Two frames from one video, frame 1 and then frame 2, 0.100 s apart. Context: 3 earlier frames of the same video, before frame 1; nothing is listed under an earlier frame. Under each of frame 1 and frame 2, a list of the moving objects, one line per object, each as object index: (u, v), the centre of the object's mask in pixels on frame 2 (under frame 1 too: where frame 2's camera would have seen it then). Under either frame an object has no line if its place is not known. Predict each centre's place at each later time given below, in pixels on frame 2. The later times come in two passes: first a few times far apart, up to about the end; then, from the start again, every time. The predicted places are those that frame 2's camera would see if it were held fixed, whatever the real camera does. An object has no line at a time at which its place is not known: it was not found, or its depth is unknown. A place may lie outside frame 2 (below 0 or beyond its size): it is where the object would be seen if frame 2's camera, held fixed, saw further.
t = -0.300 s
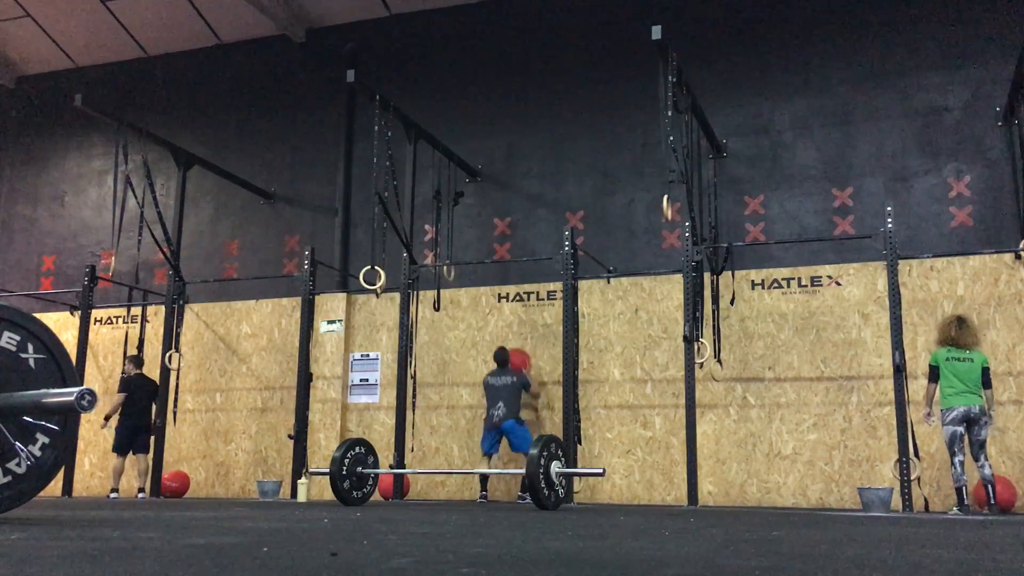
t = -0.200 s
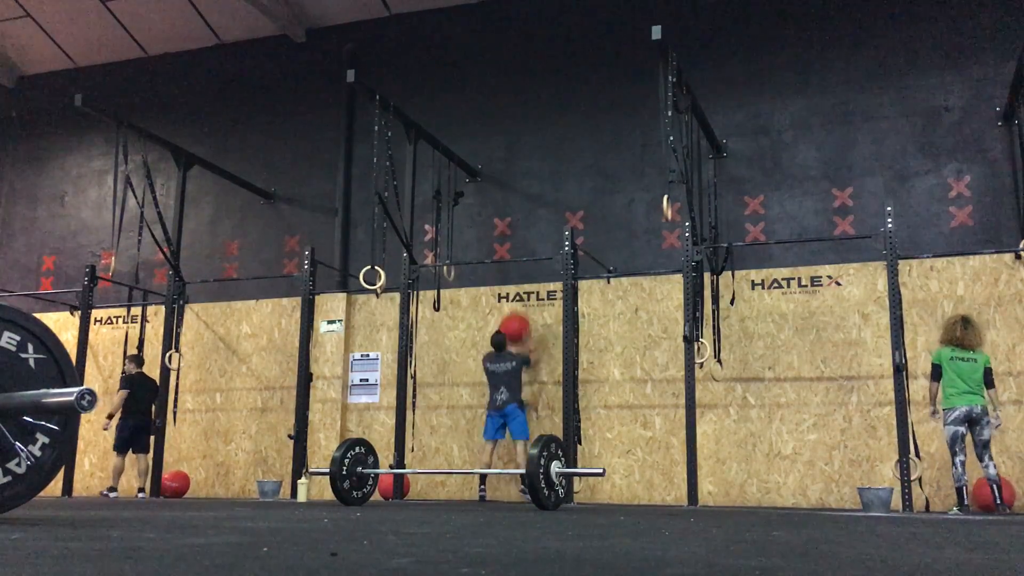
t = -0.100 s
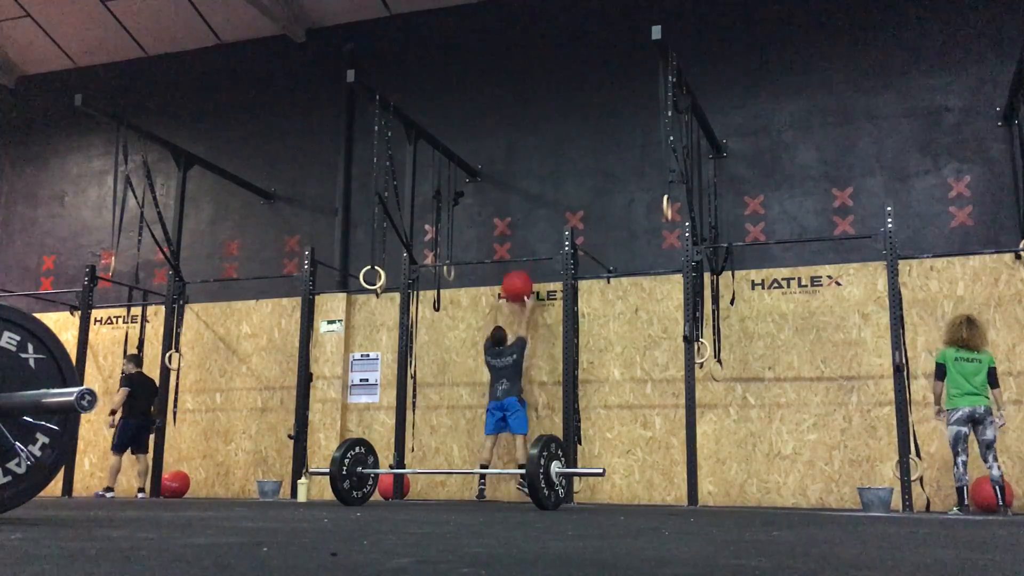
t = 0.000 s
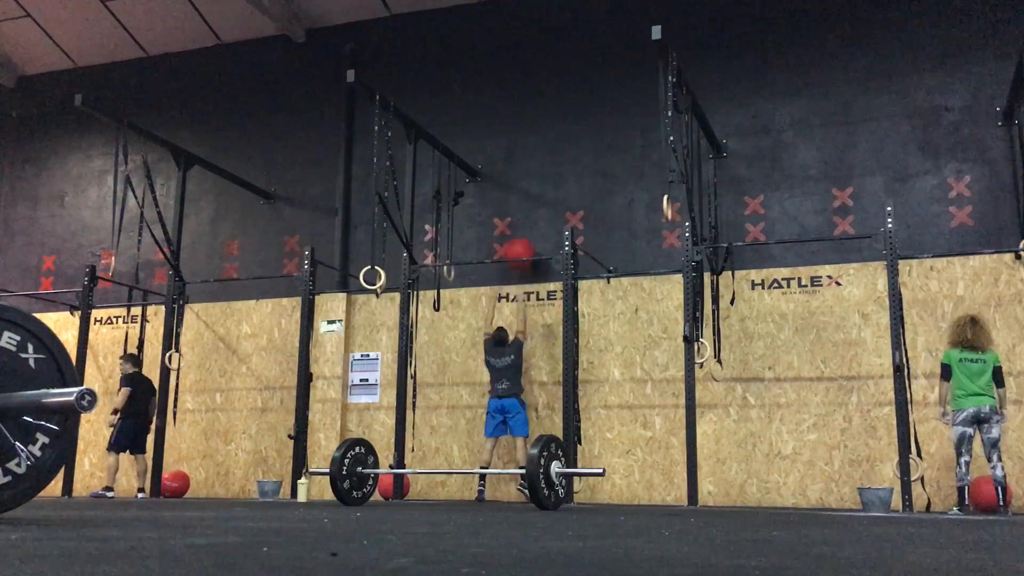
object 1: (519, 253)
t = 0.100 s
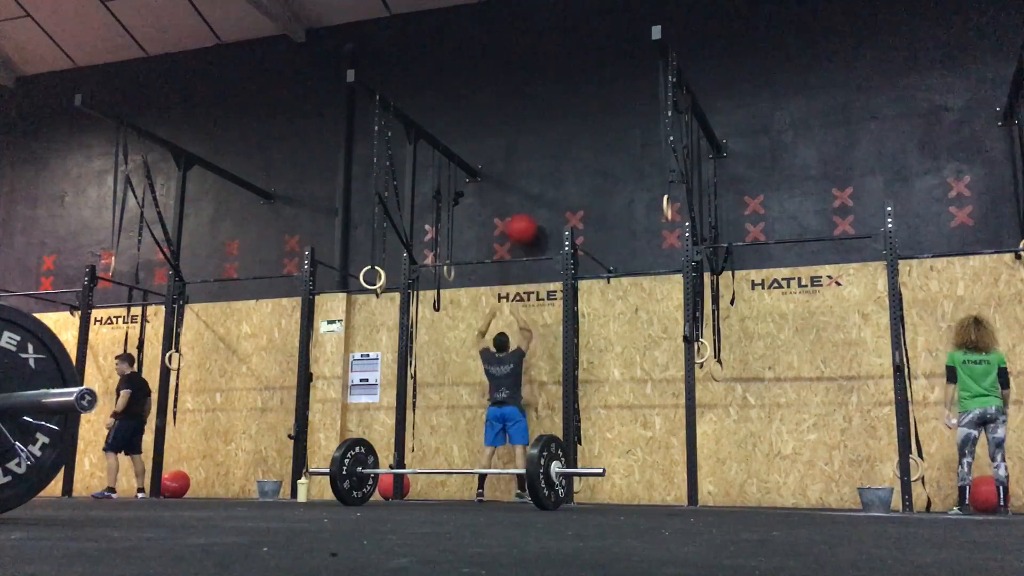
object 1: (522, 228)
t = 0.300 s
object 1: (525, 207)
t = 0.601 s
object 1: (520, 229)
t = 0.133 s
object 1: (523, 223)
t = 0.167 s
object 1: (524, 218)
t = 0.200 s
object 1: (525, 214)
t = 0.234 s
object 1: (525, 210)
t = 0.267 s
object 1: (525, 209)
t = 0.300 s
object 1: (525, 207)
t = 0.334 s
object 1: (524, 206)
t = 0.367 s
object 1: (524, 206)
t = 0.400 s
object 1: (524, 206)
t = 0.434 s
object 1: (523, 208)
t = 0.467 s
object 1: (522, 210)
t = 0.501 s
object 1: (522, 213)
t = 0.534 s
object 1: (521, 218)
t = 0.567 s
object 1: (520, 223)
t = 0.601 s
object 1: (520, 229)
